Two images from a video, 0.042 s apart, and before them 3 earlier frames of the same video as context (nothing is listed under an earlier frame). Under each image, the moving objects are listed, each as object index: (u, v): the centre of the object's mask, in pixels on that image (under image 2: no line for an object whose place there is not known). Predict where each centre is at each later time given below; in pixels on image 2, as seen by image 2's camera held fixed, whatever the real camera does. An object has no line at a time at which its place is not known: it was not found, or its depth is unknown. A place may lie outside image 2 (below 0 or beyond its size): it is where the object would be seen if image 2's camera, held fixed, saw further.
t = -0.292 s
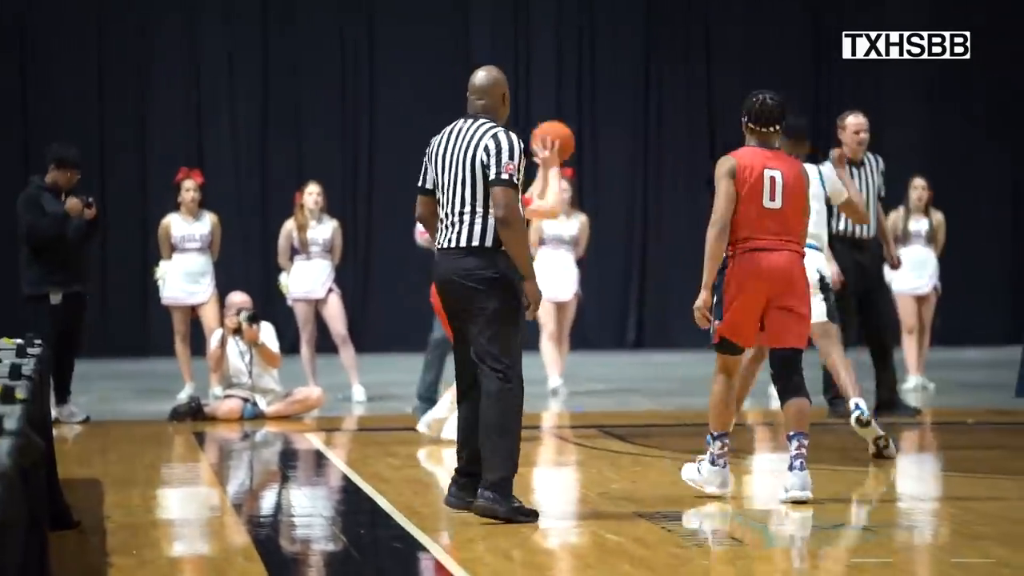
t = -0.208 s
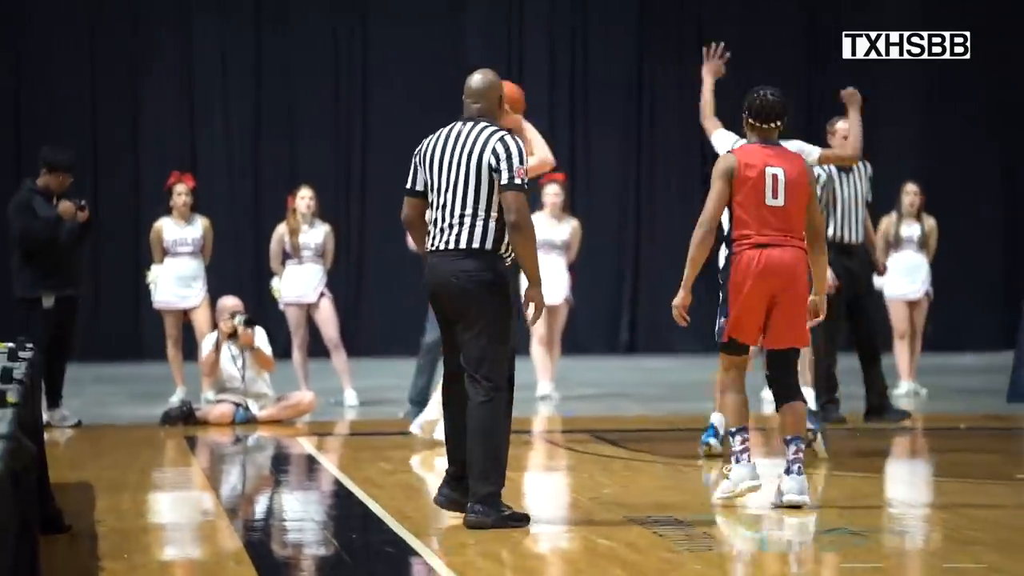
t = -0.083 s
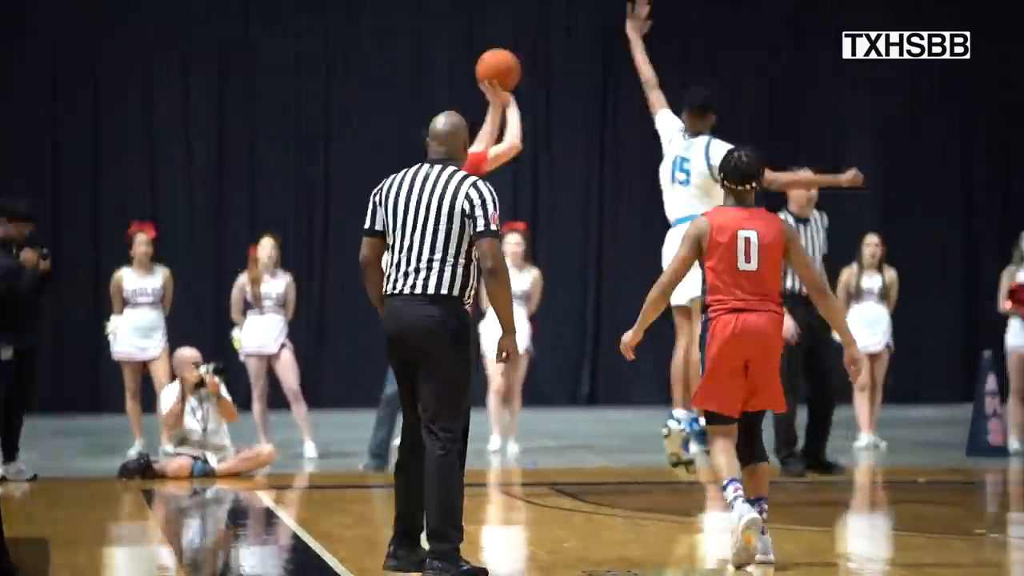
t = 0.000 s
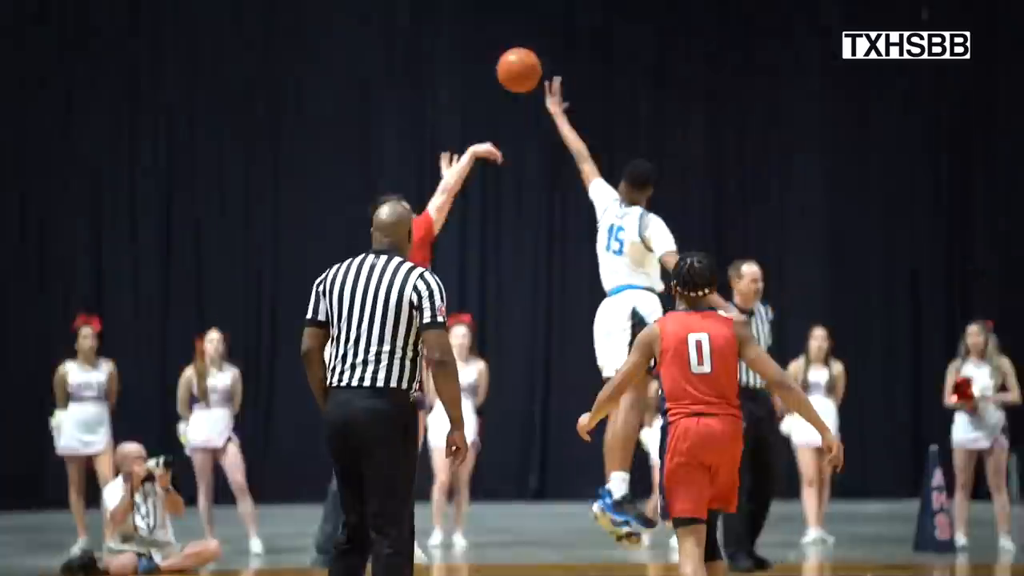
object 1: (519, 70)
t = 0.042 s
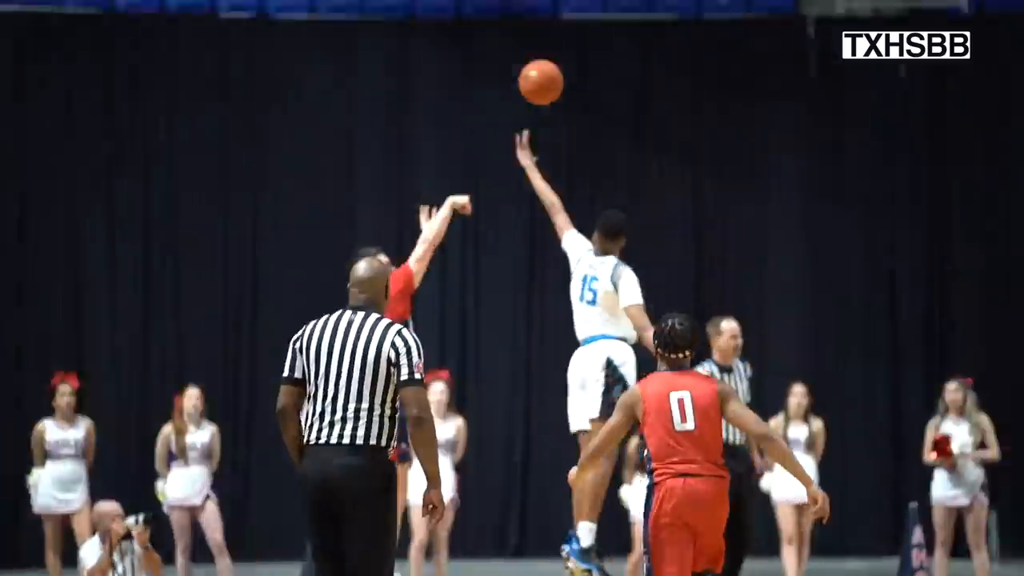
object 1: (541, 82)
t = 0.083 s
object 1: (584, 38)
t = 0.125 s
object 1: (625, 1)
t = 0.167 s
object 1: (669, -32)
